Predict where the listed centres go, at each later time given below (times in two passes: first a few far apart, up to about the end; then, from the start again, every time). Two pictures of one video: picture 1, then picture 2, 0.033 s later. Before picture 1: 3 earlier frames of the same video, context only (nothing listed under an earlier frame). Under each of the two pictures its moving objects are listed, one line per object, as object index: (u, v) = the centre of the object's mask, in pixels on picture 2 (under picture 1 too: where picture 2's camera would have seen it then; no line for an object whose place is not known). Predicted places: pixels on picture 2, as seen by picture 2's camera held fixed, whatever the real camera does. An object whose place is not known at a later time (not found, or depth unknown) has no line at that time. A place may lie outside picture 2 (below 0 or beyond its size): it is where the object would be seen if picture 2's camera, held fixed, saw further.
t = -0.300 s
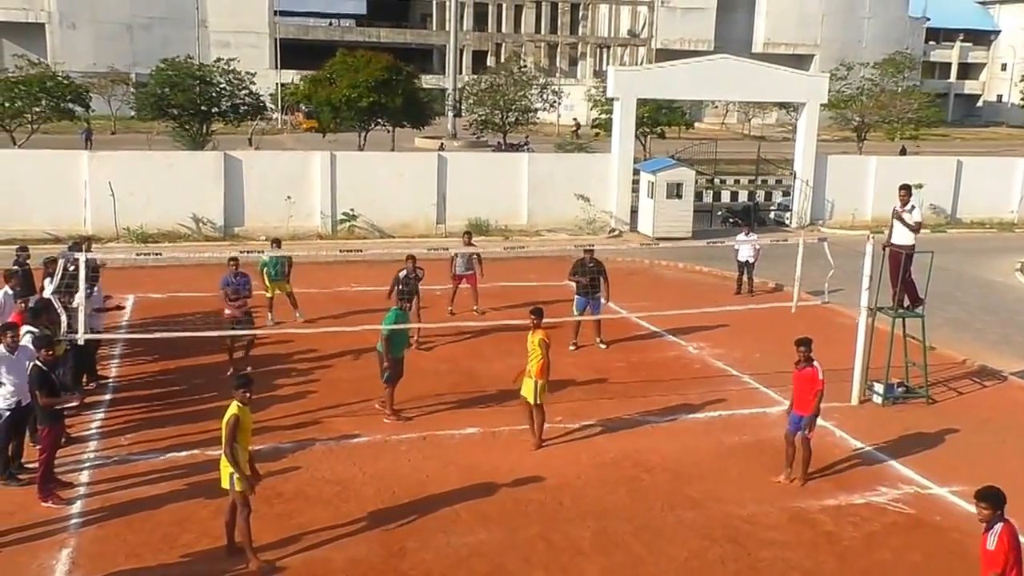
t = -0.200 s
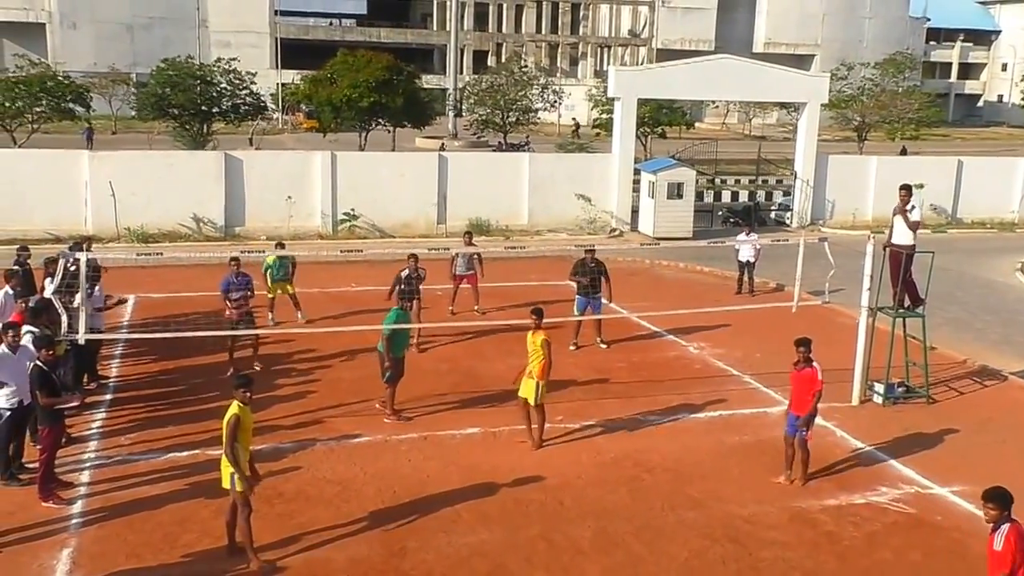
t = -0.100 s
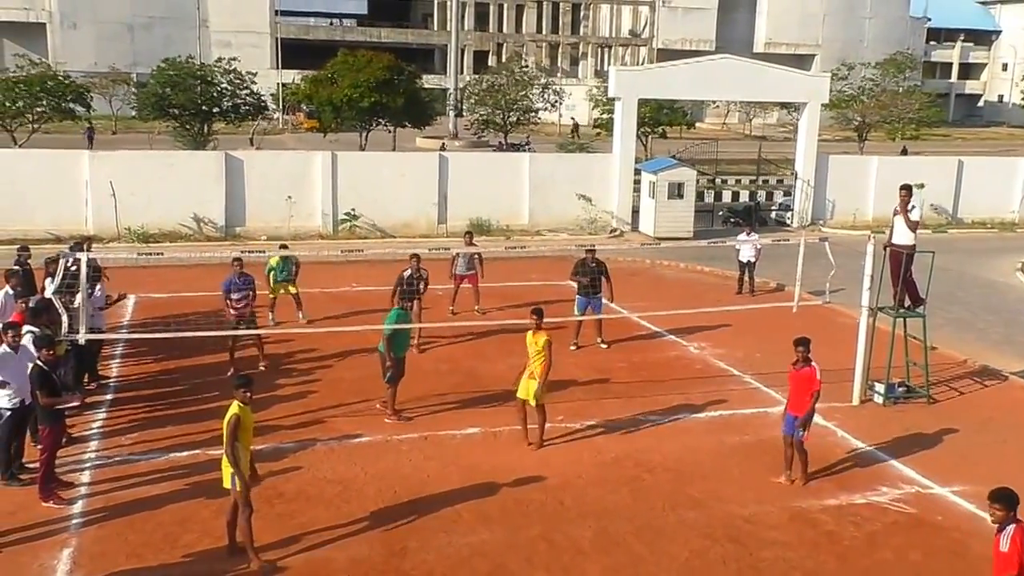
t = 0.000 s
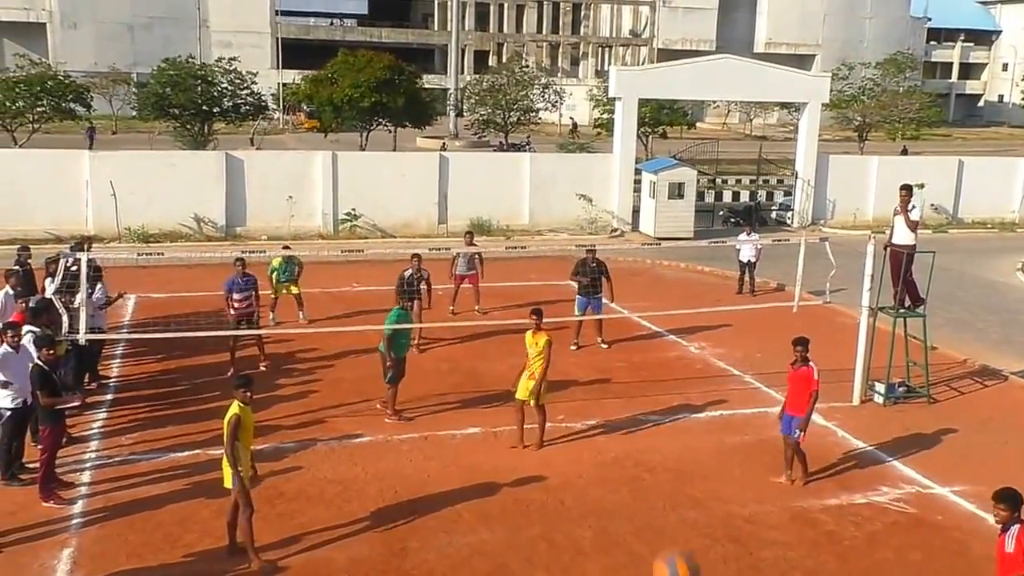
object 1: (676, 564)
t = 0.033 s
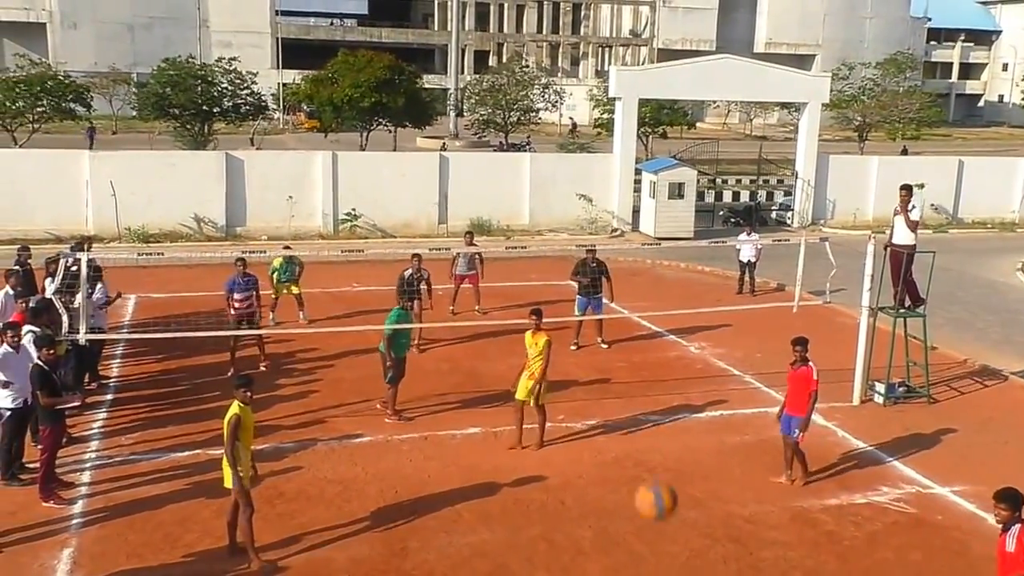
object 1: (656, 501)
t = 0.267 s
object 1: (567, 238)
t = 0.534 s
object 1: (505, 167)
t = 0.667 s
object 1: (479, 167)
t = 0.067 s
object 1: (639, 440)
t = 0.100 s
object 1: (623, 390)
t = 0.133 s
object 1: (611, 348)
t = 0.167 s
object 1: (599, 312)
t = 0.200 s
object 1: (587, 282)
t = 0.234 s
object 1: (576, 257)
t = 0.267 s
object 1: (567, 238)
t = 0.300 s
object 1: (558, 220)
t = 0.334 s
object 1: (549, 206)
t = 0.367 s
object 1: (541, 194)
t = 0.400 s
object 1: (533, 185)
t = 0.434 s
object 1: (525, 178)
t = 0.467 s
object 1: (518, 172)
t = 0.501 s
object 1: (511, 169)
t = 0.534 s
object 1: (505, 167)
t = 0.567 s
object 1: (498, 166)
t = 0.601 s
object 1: (491, 165)
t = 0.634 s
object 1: (485, 166)
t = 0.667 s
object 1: (479, 167)
